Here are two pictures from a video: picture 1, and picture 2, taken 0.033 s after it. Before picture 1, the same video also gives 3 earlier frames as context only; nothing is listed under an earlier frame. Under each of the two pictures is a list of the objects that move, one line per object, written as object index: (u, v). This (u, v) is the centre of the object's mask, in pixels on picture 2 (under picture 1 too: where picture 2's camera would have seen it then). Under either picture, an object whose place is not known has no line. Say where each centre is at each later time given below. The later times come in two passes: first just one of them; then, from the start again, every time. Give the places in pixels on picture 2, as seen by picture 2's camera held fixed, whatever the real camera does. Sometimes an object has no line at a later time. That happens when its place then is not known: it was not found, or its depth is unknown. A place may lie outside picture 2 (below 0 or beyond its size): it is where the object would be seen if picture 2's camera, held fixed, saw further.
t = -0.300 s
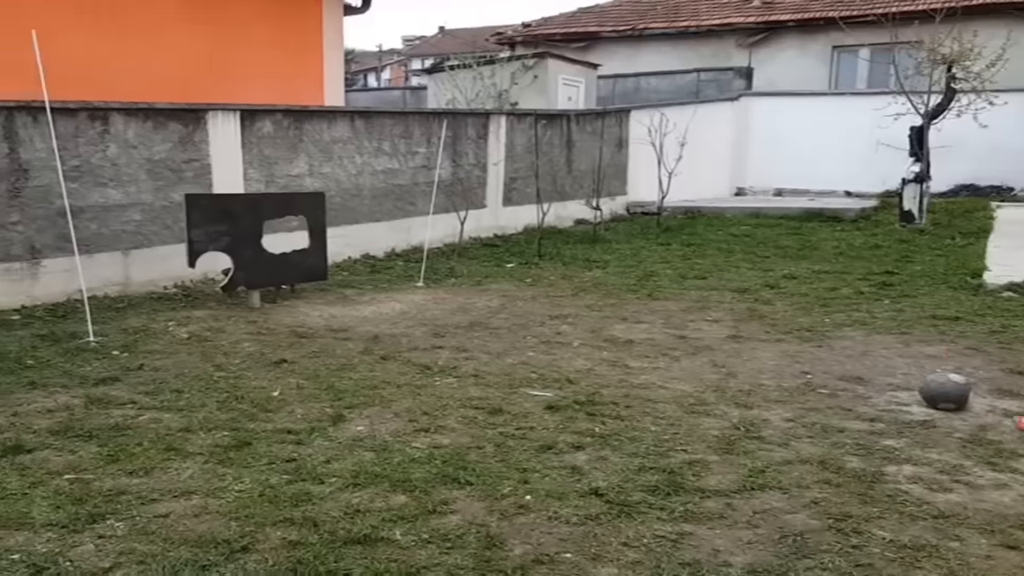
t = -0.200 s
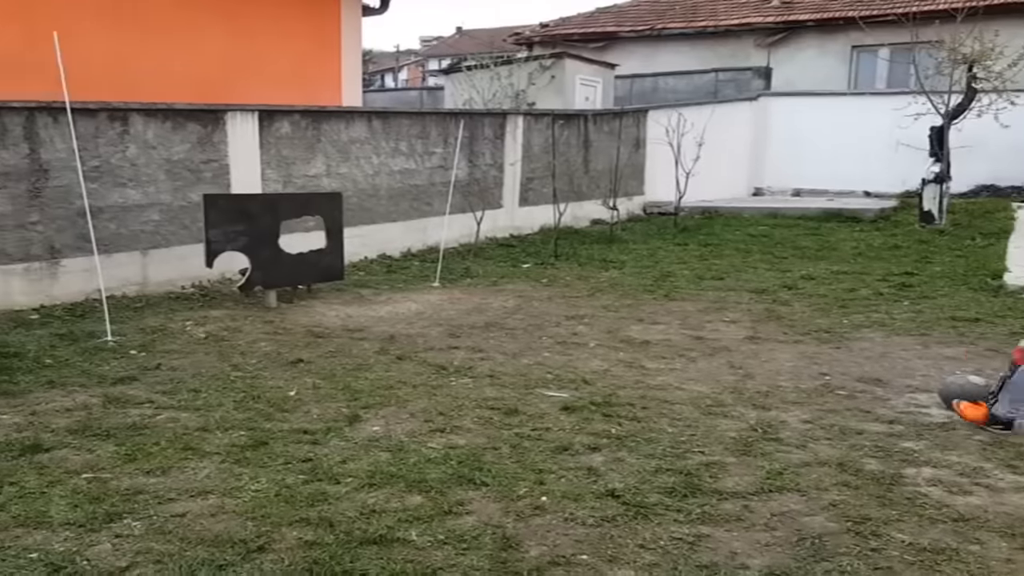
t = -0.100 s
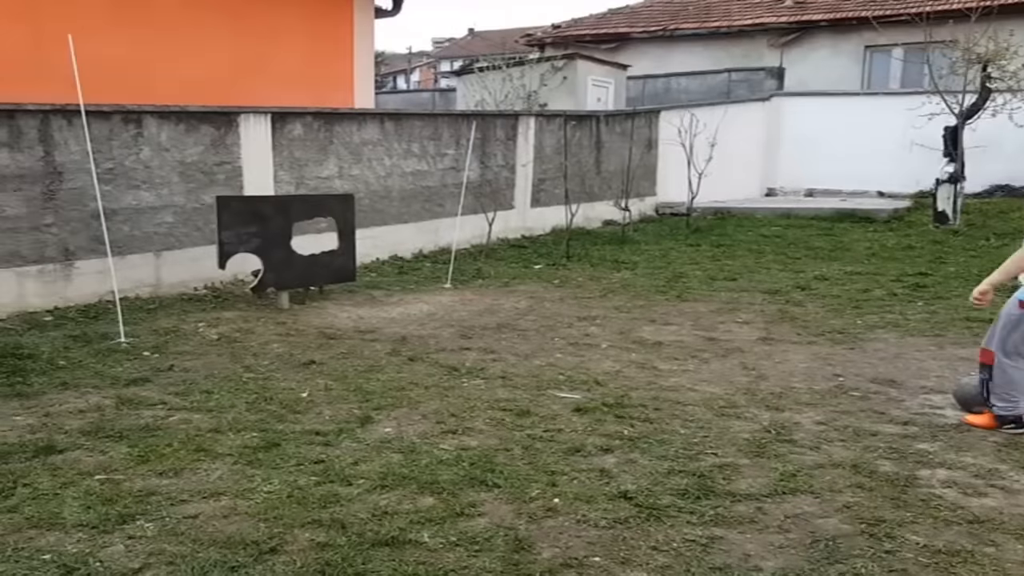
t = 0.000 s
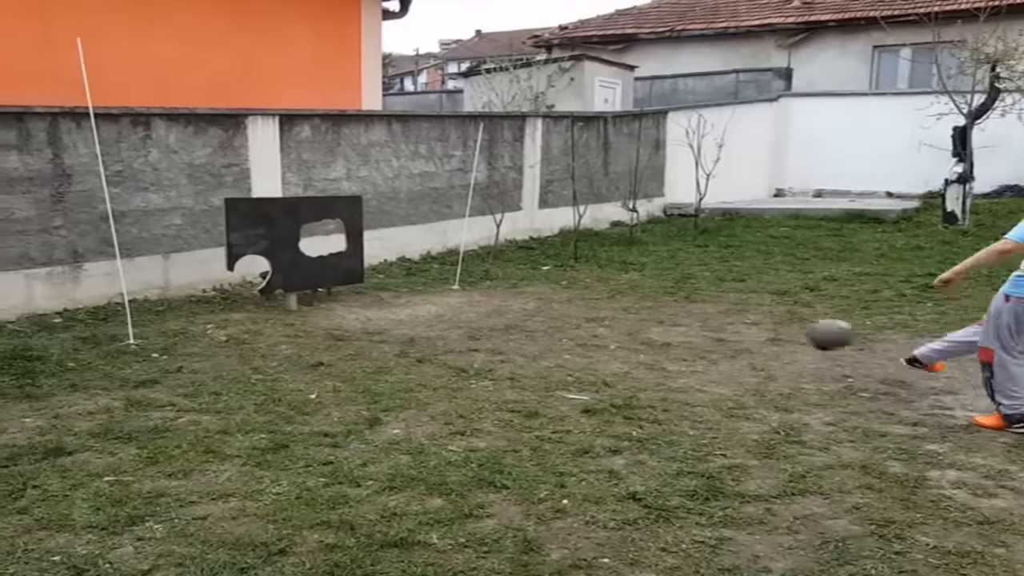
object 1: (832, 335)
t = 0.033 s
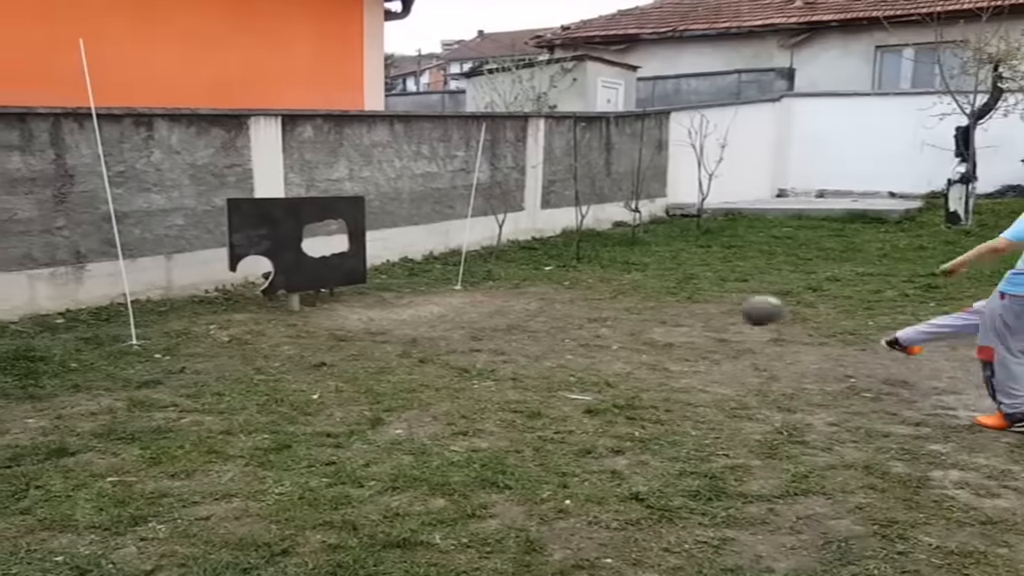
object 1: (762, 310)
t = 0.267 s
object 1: (438, 224)
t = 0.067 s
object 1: (698, 290)
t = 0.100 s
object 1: (643, 274)
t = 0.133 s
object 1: (593, 260)
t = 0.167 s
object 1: (549, 248)
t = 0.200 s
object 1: (510, 239)
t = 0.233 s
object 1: (471, 231)
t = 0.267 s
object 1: (438, 224)
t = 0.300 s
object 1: (408, 219)
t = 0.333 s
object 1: (380, 216)
